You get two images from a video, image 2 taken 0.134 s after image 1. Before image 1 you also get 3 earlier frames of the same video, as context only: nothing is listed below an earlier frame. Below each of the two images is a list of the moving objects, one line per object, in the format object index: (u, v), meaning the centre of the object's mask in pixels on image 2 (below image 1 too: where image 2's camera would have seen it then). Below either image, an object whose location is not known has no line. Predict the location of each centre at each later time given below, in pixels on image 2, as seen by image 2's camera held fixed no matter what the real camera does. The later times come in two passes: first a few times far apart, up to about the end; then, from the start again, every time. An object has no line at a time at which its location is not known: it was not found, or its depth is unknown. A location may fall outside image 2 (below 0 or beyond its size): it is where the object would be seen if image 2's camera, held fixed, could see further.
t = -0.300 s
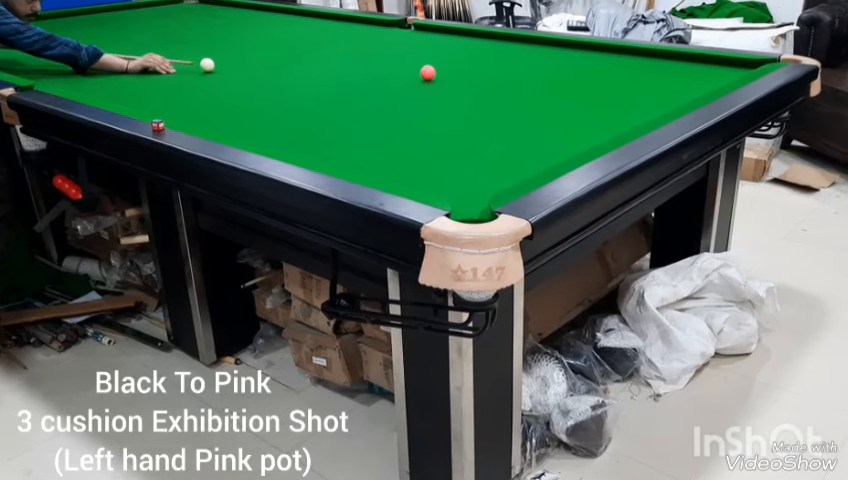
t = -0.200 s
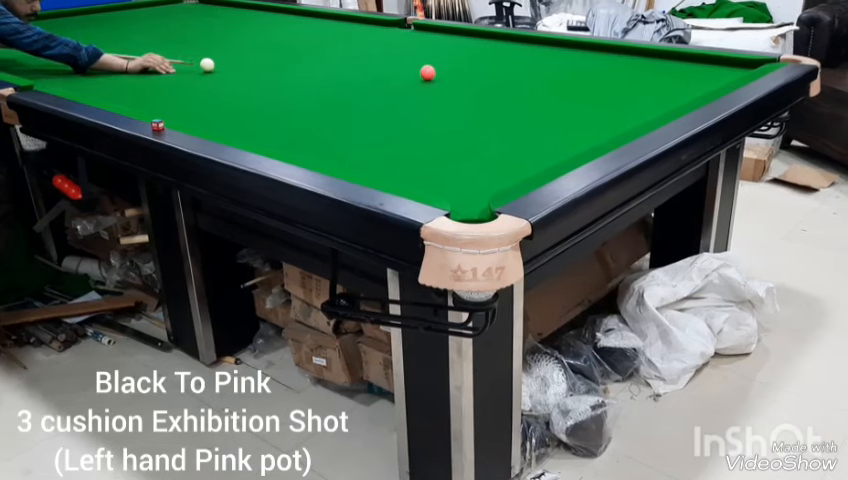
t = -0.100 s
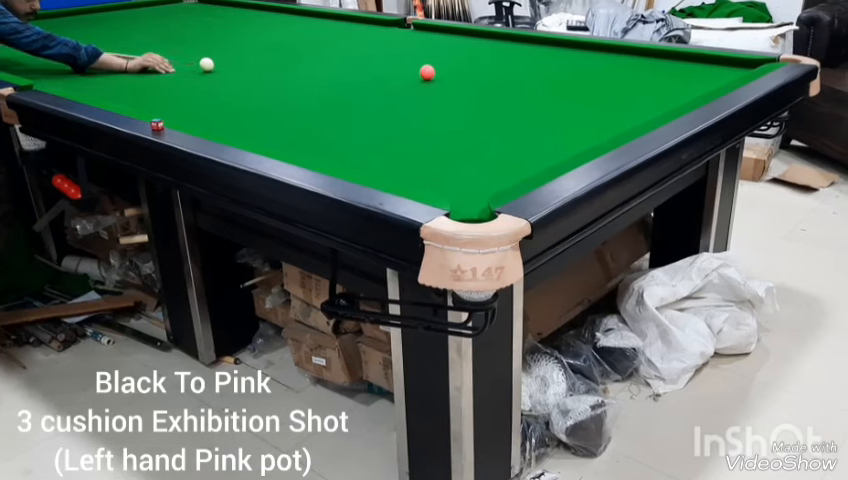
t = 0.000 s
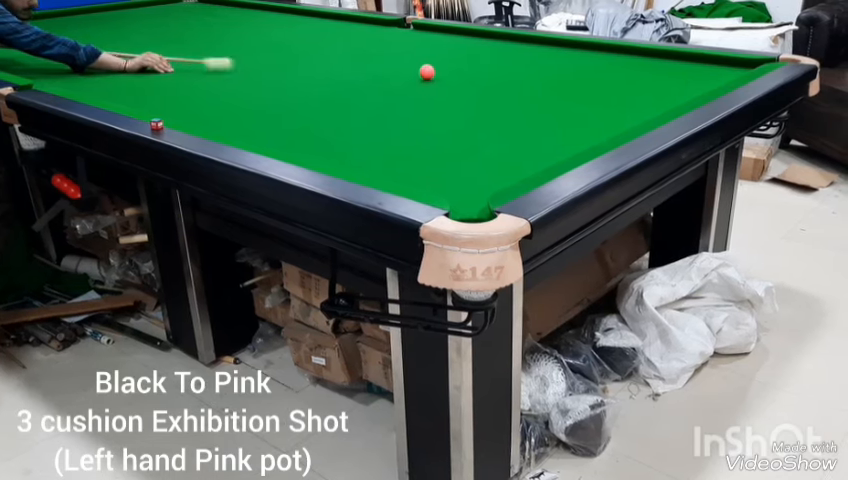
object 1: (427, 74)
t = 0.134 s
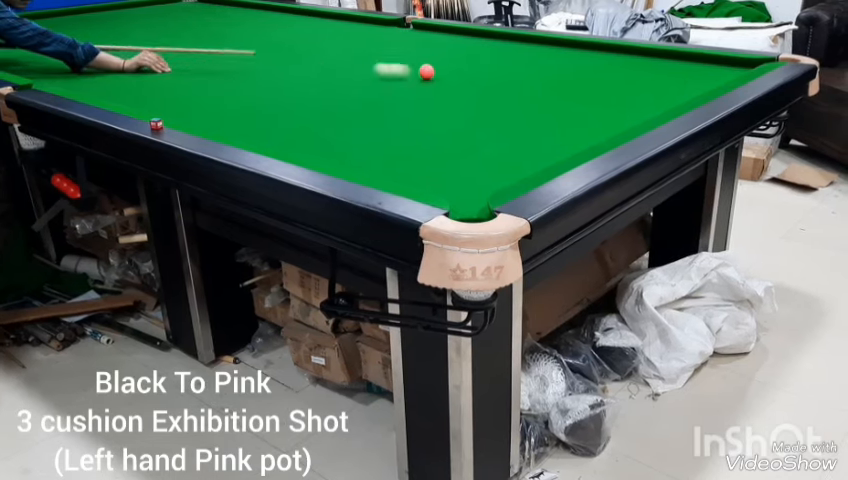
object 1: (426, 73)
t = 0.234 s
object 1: (530, 69)
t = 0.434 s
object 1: (757, 62)
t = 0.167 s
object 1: (450, 70)
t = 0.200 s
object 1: (490, 70)
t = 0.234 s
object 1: (530, 69)
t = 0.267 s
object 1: (571, 68)
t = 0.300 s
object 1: (610, 67)
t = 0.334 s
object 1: (648, 66)
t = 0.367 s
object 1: (687, 65)
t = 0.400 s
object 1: (724, 64)
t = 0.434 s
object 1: (757, 62)
